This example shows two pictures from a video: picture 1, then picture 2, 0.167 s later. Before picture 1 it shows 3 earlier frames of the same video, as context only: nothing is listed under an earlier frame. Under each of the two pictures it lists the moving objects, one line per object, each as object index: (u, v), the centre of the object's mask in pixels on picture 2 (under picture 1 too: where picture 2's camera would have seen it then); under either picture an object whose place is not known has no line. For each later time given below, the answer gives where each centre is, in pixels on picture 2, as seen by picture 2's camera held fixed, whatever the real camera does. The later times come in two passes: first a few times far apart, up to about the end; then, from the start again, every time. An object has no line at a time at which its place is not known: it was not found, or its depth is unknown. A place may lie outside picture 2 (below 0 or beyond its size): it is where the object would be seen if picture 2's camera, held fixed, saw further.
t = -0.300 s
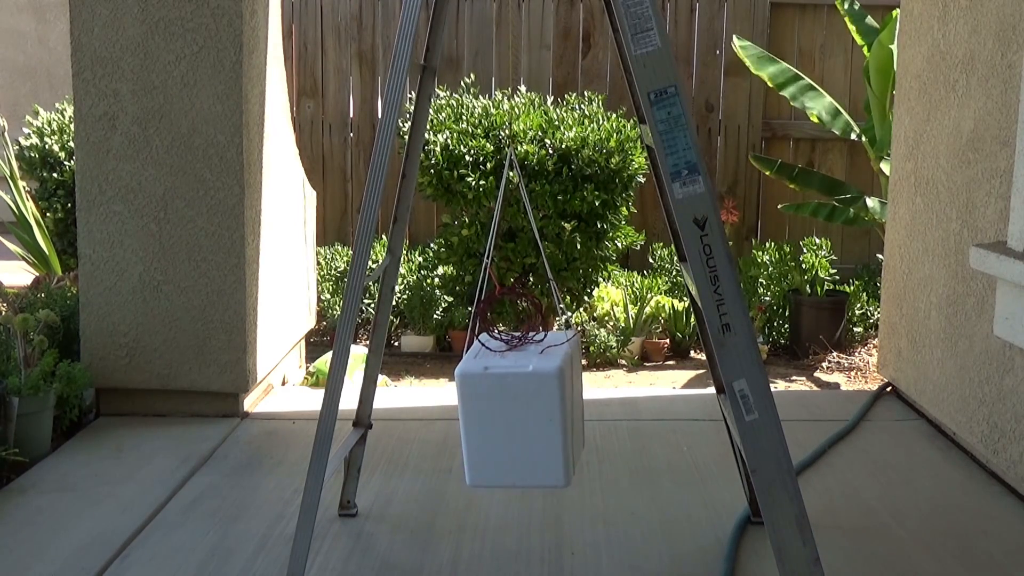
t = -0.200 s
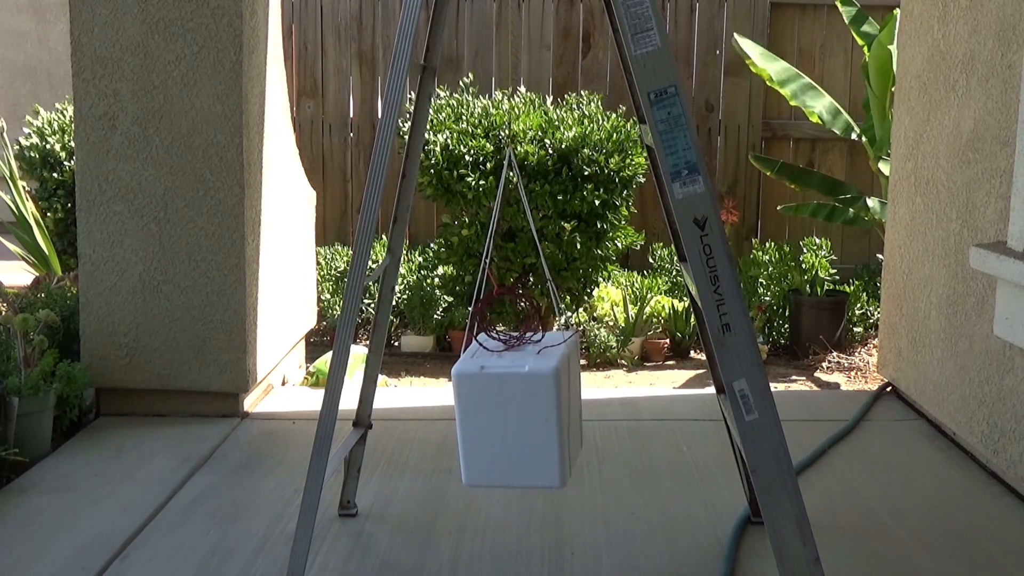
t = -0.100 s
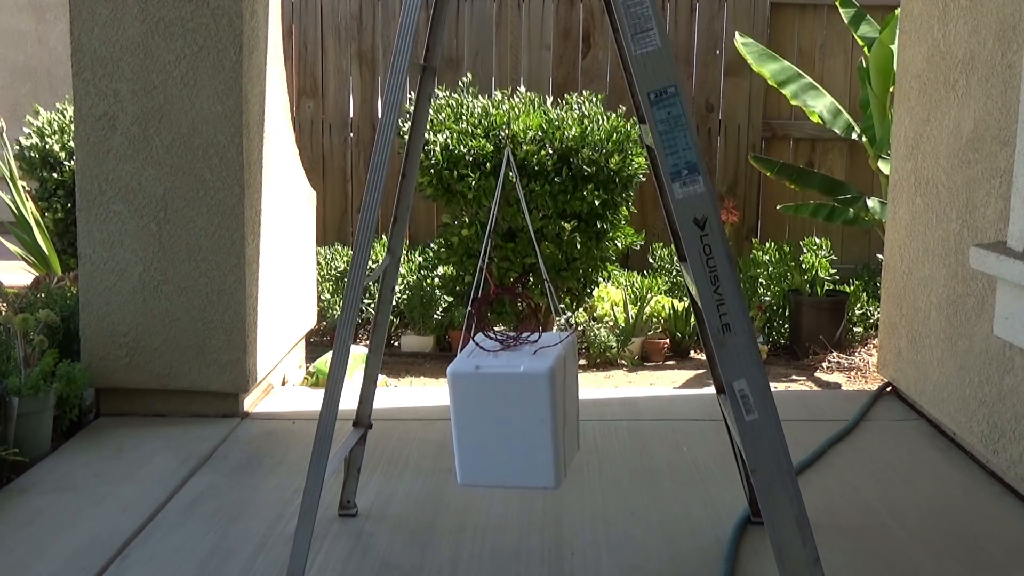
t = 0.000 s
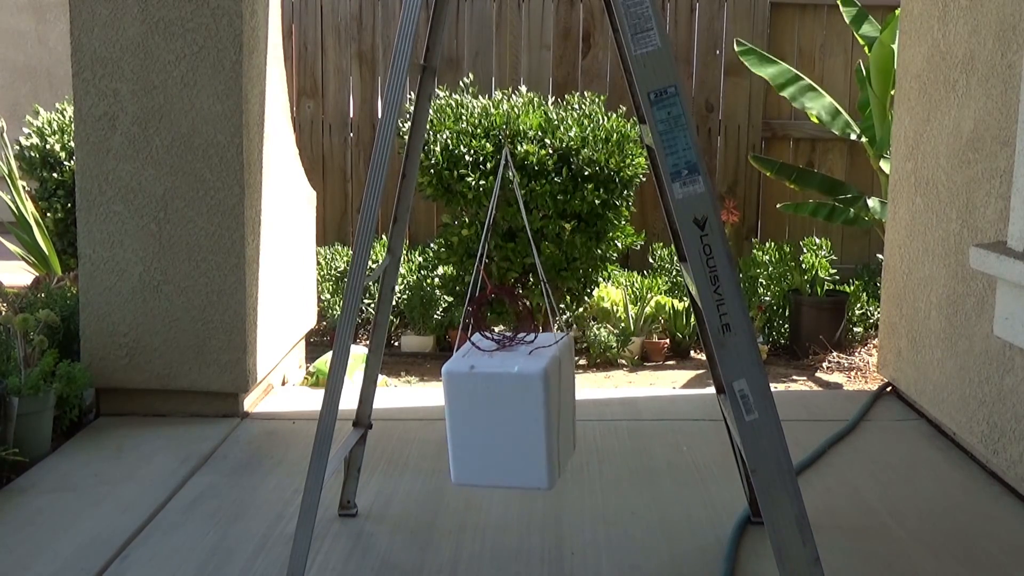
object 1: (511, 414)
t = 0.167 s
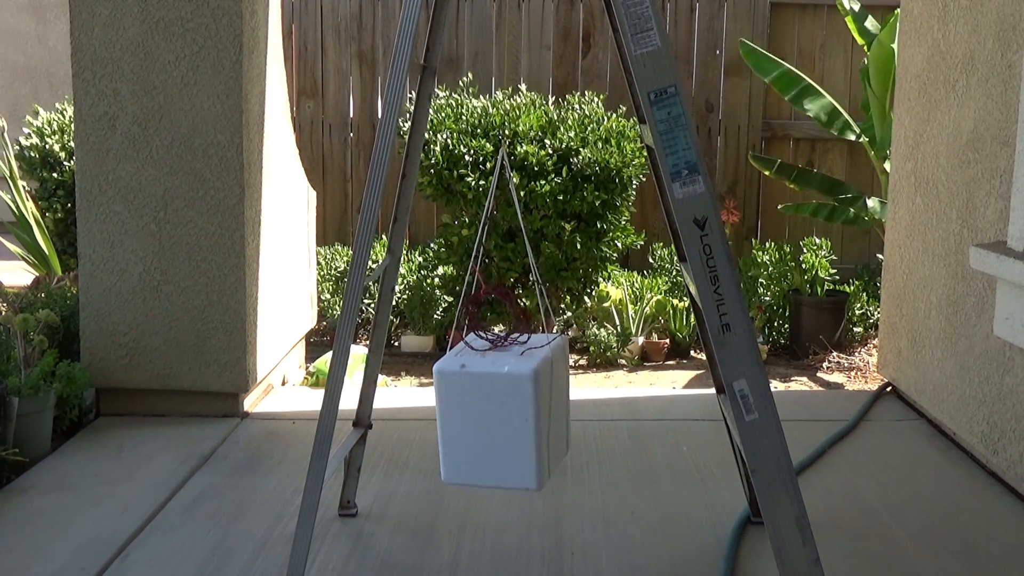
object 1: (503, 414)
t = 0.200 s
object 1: (502, 414)
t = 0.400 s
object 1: (496, 413)
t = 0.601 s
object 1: (495, 413)
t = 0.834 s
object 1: (502, 413)
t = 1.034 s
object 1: (510, 413)
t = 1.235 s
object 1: (518, 413)
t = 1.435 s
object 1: (521, 413)
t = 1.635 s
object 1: (518, 413)
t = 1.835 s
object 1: (511, 413)
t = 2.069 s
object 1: (500, 413)
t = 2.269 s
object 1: (494, 413)
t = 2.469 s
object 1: (492, 413)
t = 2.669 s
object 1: (496, 413)
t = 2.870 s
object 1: (503, 412)
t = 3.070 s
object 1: (511, 412)
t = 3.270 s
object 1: (516, 412)
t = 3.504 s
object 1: (514, 412)
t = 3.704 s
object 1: (508, 412)
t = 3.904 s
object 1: (500, 411)
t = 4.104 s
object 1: (493, 411)
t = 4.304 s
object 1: (489, 411)
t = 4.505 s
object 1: (491, 411)
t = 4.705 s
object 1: (497, 411)
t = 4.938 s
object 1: (505, 412)
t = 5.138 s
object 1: (510, 412)
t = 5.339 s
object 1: (508, 412)
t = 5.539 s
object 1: (501, 412)
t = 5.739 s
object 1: (493, 411)
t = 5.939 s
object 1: (485, 411)
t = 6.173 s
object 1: (480, 410)
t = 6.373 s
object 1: (482, 410)
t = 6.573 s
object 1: (487, 410)
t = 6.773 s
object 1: (494, 410)
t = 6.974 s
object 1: (500, 410)
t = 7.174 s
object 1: (501, 410)
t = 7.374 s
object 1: (498, 410)
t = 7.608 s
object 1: (491, 410)
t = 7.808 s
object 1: (484, 409)
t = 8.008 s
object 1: (479, 409)
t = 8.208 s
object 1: (490, 410)
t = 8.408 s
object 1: (484, 409)
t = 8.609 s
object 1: (491, 409)
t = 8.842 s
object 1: (498, 409)
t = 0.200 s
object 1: (502, 414)
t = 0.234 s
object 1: (500, 414)
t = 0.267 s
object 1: (499, 414)
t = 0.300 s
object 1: (498, 414)
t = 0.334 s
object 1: (497, 414)
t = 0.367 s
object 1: (496, 414)
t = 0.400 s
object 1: (496, 413)
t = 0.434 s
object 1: (495, 414)
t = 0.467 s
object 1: (495, 414)
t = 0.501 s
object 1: (495, 414)
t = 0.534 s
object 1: (495, 413)
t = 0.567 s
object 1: (495, 414)
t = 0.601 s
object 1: (495, 413)
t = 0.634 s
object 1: (496, 414)
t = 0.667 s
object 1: (497, 413)
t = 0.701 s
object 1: (497, 413)
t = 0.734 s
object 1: (498, 413)
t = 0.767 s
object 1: (499, 413)
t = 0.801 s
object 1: (500, 413)
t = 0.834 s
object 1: (502, 413)
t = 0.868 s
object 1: (503, 413)
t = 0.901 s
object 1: (505, 413)
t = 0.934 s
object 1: (506, 413)
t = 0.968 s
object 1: (507, 413)
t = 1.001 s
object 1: (509, 413)
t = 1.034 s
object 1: (510, 413)
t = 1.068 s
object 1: (512, 413)
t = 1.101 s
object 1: (513, 414)
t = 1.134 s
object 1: (514, 413)
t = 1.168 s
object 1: (515, 413)
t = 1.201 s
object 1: (516, 413)
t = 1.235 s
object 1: (518, 413)
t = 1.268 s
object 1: (518, 413)
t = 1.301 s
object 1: (519, 413)
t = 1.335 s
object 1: (520, 413)
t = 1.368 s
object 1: (520, 413)
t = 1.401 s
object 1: (520, 413)
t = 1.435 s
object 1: (521, 413)
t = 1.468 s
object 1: (521, 413)
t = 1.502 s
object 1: (520, 413)
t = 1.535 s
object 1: (520, 413)
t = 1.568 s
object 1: (520, 413)
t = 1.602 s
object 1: (519, 413)
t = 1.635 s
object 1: (518, 413)
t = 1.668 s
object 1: (517, 413)
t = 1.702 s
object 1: (516, 413)
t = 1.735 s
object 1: (515, 413)
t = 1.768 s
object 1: (514, 413)
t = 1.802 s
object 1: (512, 413)
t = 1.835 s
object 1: (511, 413)
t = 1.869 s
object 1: (510, 413)
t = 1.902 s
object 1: (508, 413)
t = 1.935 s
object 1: (506, 413)
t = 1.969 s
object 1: (505, 413)
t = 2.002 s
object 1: (503, 413)
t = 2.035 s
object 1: (502, 413)
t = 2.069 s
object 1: (500, 413)
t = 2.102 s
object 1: (499, 413)
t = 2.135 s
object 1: (498, 413)
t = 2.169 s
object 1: (497, 413)
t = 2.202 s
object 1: (496, 412)
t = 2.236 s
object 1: (495, 413)
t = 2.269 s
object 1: (494, 413)
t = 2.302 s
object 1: (493, 413)
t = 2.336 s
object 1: (493, 413)
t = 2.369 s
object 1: (493, 413)
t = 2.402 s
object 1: (492, 413)
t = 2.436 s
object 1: (492, 413)
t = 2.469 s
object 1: (492, 413)
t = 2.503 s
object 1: (493, 413)
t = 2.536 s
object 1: (493, 413)
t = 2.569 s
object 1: (494, 413)
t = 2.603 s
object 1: (494, 413)
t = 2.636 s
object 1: (495, 412)
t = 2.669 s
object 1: (496, 413)
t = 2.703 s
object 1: (497, 412)
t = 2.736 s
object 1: (498, 413)
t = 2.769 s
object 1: (500, 413)
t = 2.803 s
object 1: (501, 413)
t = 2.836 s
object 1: (502, 412)
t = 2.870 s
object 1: (503, 412)
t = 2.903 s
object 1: (505, 412)
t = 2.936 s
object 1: (506, 412)
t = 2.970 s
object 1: (508, 412)
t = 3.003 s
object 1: (509, 412)
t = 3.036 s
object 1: (510, 412)
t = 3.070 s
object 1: (511, 412)
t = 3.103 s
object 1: (512, 412)
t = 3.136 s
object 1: (513, 412)
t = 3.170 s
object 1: (514, 412)
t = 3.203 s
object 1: (515, 412)
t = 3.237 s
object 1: (515, 412)
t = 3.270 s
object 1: (516, 412)
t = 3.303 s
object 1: (516, 412)
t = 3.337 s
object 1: (516, 412)
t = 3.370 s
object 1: (516, 412)
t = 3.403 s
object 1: (516, 412)
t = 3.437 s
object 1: (516, 412)
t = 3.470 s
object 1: (515, 412)
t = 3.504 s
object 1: (514, 412)
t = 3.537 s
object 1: (514, 412)
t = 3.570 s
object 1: (513, 412)
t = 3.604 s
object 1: (512, 412)
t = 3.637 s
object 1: (511, 412)
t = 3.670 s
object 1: (510, 412)
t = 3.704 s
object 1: (508, 412)
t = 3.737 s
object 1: (507, 412)
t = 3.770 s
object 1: (506, 412)
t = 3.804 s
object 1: (504, 412)
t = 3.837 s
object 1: (503, 412)
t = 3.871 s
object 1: (501, 412)
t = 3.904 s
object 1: (500, 411)
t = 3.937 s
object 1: (498, 412)
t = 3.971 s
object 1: (497, 412)
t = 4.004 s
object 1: (496, 411)
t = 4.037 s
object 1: (495, 411)
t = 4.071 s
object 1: (494, 411)
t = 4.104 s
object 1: (493, 411)
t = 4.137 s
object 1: (492, 411)
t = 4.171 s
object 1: (491, 411)
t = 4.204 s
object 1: (490, 411)
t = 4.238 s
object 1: (490, 411)
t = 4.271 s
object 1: (489, 411)
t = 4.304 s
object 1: (489, 411)
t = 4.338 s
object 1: (489, 411)
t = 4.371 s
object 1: (489, 411)
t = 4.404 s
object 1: (490, 411)
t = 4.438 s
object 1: (490, 411)
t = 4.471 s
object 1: (490, 411)
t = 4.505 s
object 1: (491, 411)
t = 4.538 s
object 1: (492, 411)
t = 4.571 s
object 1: (493, 411)
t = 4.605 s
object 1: (494, 411)
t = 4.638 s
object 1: (495, 411)
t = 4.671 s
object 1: (496, 411)
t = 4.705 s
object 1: (497, 411)
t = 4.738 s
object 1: (498, 411)
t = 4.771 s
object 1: (499, 411)
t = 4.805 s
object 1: (500, 411)
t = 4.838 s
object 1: (502, 411)
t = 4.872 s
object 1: (503, 412)
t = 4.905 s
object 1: (504, 412)
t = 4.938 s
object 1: (505, 412)
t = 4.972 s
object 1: (506, 412)
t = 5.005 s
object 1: (507, 412)
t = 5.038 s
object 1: (508, 412)
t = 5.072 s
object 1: (509, 412)
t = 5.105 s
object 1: (509, 412)
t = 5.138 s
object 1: (510, 412)
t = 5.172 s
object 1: (510, 412)
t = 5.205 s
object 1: (510, 412)
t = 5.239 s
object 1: (510, 412)
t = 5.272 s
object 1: (509, 412)
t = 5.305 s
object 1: (509, 412)
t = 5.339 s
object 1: (508, 412)
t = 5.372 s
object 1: (507, 412)
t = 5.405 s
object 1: (506, 412)
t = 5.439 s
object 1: (505, 412)
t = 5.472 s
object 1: (504, 412)
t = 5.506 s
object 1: (503, 412)
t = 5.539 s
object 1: (501, 412)
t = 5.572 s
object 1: (500, 412)
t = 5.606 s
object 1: (498, 412)
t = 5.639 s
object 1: (497, 412)
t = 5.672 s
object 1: (495, 412)
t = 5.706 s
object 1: (494, 412)
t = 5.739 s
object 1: (493, 411)
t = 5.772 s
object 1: (491, 411)
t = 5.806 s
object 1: (490, 411)
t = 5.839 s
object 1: (488, 411)
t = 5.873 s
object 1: (487, 411)
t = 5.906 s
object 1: (486, 411)
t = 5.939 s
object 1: (485, 411)
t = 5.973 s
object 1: (484, 411)
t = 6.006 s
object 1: (483, 410)
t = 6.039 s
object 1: (482, 410)
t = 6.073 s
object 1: (481, 410)
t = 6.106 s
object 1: (481, 411)
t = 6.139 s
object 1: (481, 411)
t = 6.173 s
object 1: (480, 410)
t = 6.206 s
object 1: (480, 410)
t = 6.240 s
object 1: (480, 410)
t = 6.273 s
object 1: (480, 410)
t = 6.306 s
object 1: (481, 410)
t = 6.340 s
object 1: (481, 410)
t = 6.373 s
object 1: (482, 410)
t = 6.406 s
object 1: (482, 410)
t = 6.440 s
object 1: (483, 410)
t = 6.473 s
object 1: (484, 410)
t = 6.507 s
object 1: (485, 410)
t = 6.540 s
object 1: (486, 410)
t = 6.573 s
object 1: (487, 410)
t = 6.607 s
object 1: (488, 410)
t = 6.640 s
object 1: (489, 410)
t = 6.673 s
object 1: (491, 410)
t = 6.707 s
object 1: (492, 410)
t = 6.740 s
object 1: (493, 410)
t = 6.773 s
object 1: (494, 410)
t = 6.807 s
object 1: (495, 410)
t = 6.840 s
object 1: (496, 410)
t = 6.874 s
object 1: (497, 410)
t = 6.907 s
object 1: (498, 410)
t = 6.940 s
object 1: (499, 410)
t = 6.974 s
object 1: (500, 410)
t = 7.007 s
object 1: (500, 410)
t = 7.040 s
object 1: (501, 410)
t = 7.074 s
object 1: (501, 410)
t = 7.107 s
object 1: (501, 410)
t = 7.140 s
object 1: (501, 410)
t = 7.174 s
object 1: (501, 410)
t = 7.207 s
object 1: (501, 410)
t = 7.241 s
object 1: (501, 410)
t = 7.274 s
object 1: (500, 410)
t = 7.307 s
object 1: (500, 410)
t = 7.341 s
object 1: (499, 410)
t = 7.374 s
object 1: (498, 410)
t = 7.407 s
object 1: (497, 410)
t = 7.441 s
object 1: (496, 410)
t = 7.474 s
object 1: (495, 410)
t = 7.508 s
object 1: (494, 410)
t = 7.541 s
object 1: (493, 410)
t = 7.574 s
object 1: (492, 410)
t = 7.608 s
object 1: (491, 410)
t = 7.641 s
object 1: (489, 409)
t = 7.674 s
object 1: (488, 409)
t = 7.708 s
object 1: (487, 409)
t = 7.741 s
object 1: (486, 409)
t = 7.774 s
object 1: (486, 409)
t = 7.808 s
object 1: (484, 409)
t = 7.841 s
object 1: (482, 409)
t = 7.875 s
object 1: (482, 409)
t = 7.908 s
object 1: (481, 409)
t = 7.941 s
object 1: (482, 409)
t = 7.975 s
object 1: (480, 409)
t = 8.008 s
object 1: (479, 409)
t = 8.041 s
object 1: (479, 409)
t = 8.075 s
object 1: (479, 409)
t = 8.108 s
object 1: (479, 409)
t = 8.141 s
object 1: (480, 409)
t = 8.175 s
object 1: (479, 409)
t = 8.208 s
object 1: (490, 410)
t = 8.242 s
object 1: (490, 410)
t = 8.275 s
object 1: (481, 409)
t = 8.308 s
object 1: (482, 409)
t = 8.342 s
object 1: (482, 409)
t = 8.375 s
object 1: (483, 409)
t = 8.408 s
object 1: (484, 409)
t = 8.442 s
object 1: (494, 410)
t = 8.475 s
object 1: (486, 409)
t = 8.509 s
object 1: (495, 410)
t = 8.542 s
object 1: (489, 409)
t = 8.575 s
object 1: (490, 409)
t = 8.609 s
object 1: (491, 409)
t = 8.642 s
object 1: (492, 409)
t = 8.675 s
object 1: (493, 409)
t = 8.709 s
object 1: (494, 409)
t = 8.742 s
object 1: (496, 409)
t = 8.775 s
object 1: (497, 409)
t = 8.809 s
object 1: (497, 409)
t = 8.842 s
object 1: (498, 409)
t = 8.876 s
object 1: (499, 409)
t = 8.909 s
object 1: (499, 409)
